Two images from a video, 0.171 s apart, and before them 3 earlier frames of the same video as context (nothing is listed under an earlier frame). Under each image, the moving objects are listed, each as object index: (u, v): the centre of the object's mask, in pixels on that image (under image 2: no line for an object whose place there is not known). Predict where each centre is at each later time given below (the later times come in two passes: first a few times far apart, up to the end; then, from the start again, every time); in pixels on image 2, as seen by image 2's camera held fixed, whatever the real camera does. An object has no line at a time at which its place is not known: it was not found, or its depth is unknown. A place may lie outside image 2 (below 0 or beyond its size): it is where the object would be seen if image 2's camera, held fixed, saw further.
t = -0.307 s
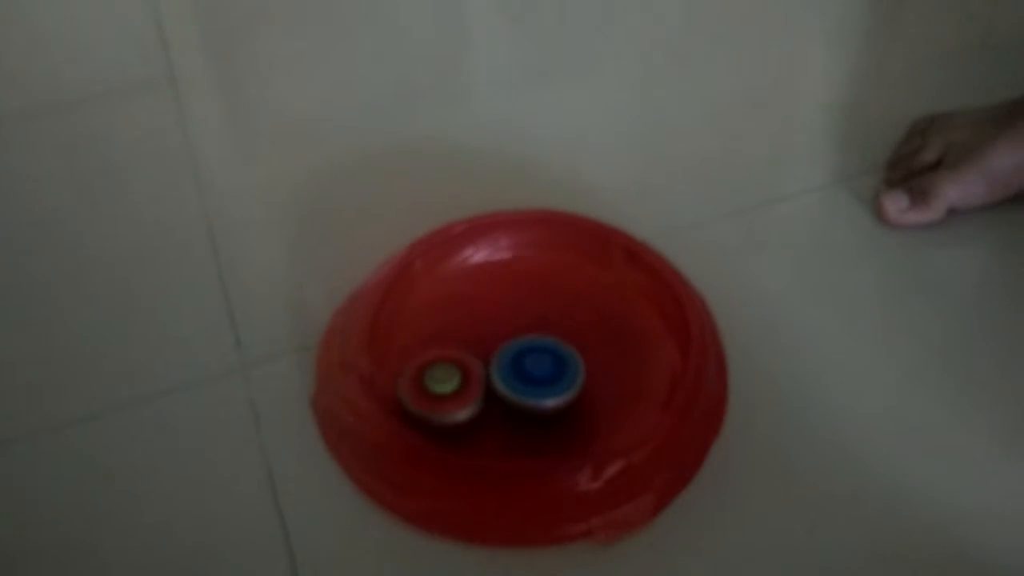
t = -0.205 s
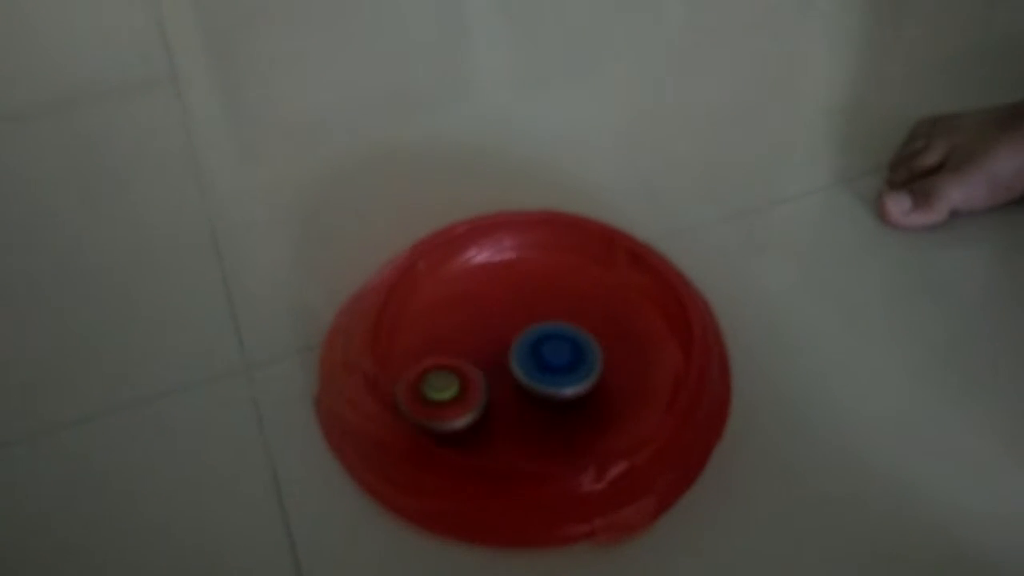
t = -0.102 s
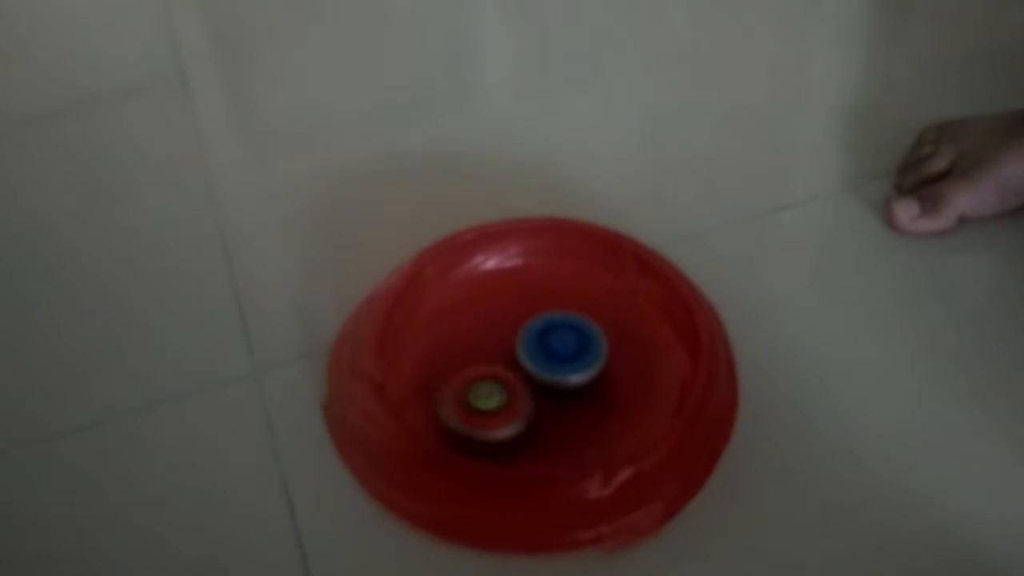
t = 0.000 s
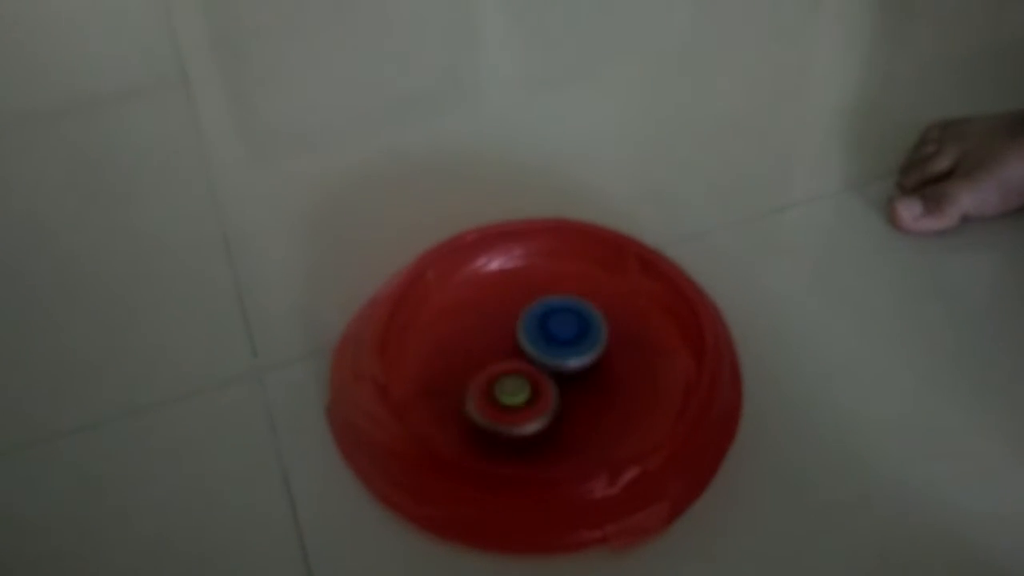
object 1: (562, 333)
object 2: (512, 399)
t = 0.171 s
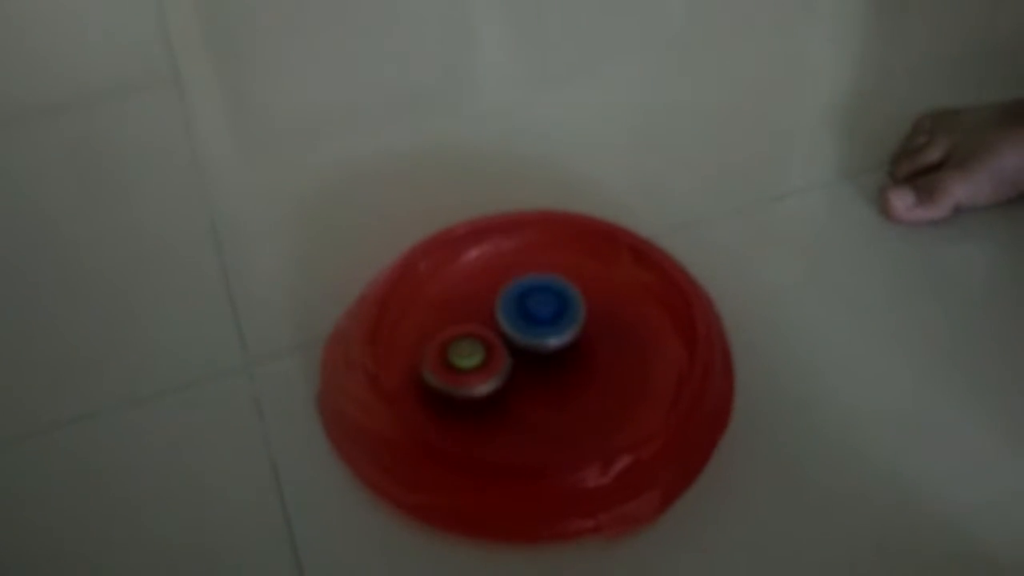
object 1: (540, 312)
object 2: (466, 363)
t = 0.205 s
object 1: (536, 311)
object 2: (461, 365)
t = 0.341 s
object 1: (523, 317)
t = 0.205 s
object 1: (536, 311)
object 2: (461, 365)
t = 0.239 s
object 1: (533, 308)
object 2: (458, 370)
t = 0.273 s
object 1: (532, 306)
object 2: (458, 377)
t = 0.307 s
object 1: (527, 312)
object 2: (464, 381)
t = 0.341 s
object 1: (523, 317)
